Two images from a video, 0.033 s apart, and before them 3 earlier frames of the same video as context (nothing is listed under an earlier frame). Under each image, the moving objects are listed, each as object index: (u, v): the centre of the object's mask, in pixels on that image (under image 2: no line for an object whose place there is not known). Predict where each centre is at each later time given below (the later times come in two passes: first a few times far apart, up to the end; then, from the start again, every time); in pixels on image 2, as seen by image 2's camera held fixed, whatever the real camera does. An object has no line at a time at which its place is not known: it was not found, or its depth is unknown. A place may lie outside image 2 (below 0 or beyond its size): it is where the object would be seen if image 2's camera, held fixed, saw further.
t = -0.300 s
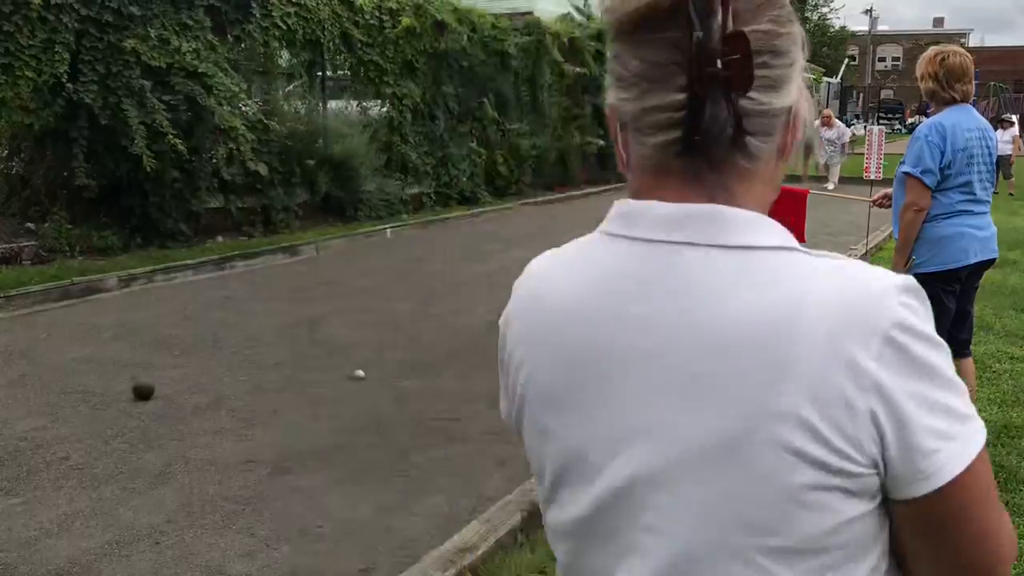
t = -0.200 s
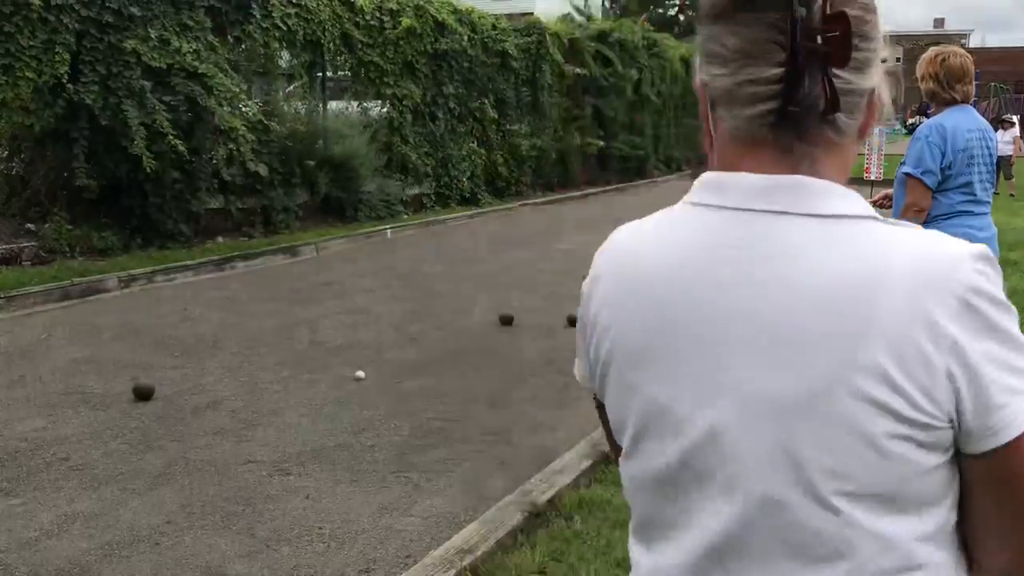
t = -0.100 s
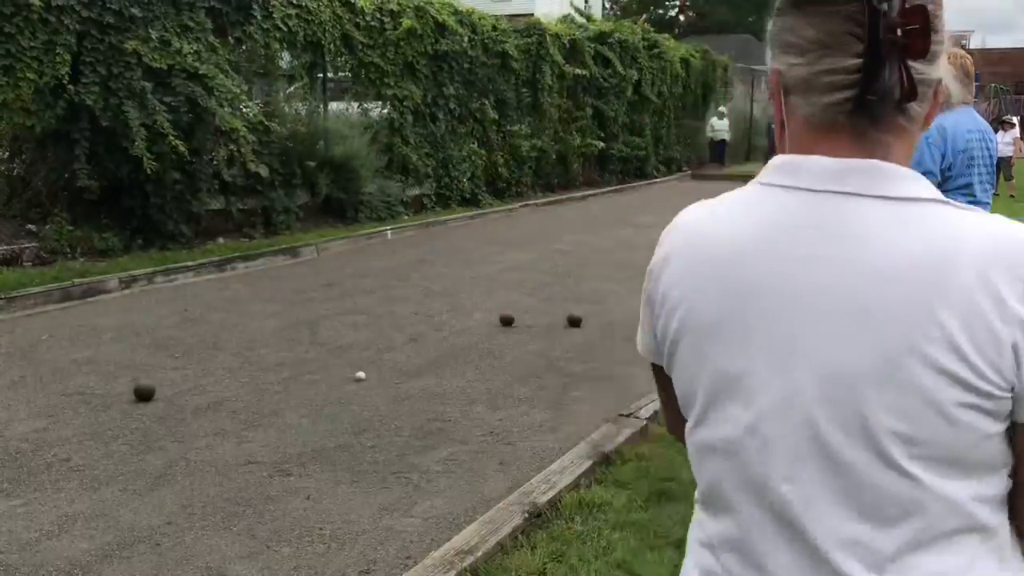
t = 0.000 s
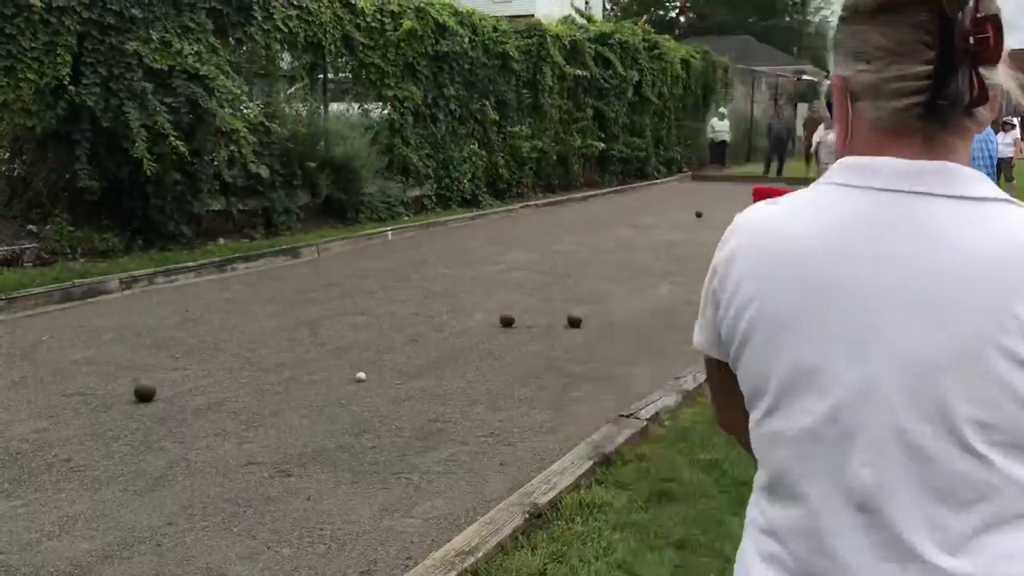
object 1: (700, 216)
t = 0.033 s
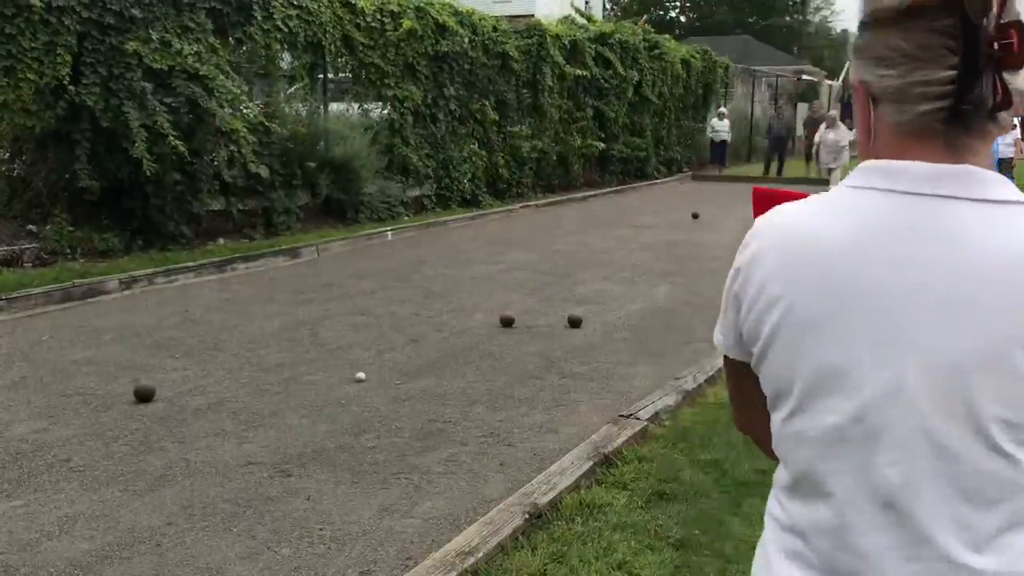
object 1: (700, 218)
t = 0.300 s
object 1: (667, 226)
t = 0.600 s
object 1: (632, 236)
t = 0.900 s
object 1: (594, 249)
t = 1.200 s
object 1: (546, 263)
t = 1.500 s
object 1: (493, 279)
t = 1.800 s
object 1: (435, 296)
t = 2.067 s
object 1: (378, 312)
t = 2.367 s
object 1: (309, 331)
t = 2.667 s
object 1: (234, 350)
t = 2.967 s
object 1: (156, 369)
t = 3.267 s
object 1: (78, 388)
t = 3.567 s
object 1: (1, 408)
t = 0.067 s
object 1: (695, 220)
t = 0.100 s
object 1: (696, 222)
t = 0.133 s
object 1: (692, 223)
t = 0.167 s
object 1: (688, 224)
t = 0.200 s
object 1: (677, 222)
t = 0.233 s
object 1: (675, 223)
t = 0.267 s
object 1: (671, 224)
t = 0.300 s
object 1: (667, 226)
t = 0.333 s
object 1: (663, 227)
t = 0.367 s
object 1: (659, 228)
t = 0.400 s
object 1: (656, 229)
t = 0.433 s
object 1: (651, 230)
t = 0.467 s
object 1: (648, 231)
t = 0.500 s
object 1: (644, 232)
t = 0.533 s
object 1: (640, 233)
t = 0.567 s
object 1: (636, 235)
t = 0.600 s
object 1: (632, 236)
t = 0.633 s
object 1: (628, 237)
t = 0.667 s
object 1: (625, 239)
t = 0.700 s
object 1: (620, 239)
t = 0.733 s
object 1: (616, 241)
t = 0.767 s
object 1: (612, 244)
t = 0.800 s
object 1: (607, 245)
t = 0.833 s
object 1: (602, 246)
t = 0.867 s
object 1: (598, 248)
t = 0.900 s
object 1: (594, 249)
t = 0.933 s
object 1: (588, 251)
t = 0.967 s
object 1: (583, 252)
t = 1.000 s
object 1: (578, 254)
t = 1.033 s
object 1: (572, 254)
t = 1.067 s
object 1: (568, 257)
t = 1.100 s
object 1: (563, 258)
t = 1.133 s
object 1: (557, 260)
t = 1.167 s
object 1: (552, 262)
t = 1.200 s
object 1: (546, 263)
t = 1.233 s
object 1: (540, 264)
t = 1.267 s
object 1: (535, 265)
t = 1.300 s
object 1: (529, 267)
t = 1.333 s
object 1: (523, 270)
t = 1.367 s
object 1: (517, 271)
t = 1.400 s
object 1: (512, 273)
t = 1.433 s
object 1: (505, 274)
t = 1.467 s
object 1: (498, 277)
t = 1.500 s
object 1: (493, 279)
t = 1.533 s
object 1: (485, 281)
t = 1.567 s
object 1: (480, 282)
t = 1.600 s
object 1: (474, 285)
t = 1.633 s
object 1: (467, 285)
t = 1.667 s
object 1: (461, 288)
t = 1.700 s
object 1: (454, 289)
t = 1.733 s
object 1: (448, 292)
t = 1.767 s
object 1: (441, 294)
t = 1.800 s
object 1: (435, 296)
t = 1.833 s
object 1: (428, 298)
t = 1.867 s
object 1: (421, 300)
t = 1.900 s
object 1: (414, 303)
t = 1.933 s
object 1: (408, 304)
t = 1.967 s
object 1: (401, 306)
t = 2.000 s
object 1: (393, 308)
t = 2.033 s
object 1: (386, 310)
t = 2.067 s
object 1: (378, 312)
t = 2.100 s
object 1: (371, 315)
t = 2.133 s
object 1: (363, 316)
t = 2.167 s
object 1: (356, 318)
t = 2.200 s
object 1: (349, 321)
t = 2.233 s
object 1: (342, 324)
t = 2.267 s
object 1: (334, 325)
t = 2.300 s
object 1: (325, 328)
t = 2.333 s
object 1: (317, 330)
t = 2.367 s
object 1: (309, 331)
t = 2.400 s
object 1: (301, 333)
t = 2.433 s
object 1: (293, 335)
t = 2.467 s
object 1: (284, 338)
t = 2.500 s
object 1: (276, 340)
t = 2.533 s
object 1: (267, 343)
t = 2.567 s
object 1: (259, 345)
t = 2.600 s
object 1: (250, 346)
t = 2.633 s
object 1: (242, 347)
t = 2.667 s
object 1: (234, 350)
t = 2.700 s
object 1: (225, 352)
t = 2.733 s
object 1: (217, 354)
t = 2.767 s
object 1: (208, 356)
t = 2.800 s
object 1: (199, 358)
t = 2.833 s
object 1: (191, 359)
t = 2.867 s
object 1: (182, 362)
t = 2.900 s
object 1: (174, 364)
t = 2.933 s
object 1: (166, 366)
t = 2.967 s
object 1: (156, 369)
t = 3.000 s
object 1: (148, 371)
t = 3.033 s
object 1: (139, 372)
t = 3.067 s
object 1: (129, 373)
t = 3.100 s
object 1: (121, 377)
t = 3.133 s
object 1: (112, 380)
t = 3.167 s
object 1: (104, 382)
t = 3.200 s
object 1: (95, 384)
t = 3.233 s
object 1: (86, 385)
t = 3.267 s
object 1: (78, 388)
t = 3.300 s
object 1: (69, 391)
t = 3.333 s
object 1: (61, 393)
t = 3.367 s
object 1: (52, 395)
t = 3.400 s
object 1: (44, 397)
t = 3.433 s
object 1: (35, 400)
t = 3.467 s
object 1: (26, 402)
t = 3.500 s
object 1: (18, 405)
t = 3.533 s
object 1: (9, 407)
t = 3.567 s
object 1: (1, 408)
